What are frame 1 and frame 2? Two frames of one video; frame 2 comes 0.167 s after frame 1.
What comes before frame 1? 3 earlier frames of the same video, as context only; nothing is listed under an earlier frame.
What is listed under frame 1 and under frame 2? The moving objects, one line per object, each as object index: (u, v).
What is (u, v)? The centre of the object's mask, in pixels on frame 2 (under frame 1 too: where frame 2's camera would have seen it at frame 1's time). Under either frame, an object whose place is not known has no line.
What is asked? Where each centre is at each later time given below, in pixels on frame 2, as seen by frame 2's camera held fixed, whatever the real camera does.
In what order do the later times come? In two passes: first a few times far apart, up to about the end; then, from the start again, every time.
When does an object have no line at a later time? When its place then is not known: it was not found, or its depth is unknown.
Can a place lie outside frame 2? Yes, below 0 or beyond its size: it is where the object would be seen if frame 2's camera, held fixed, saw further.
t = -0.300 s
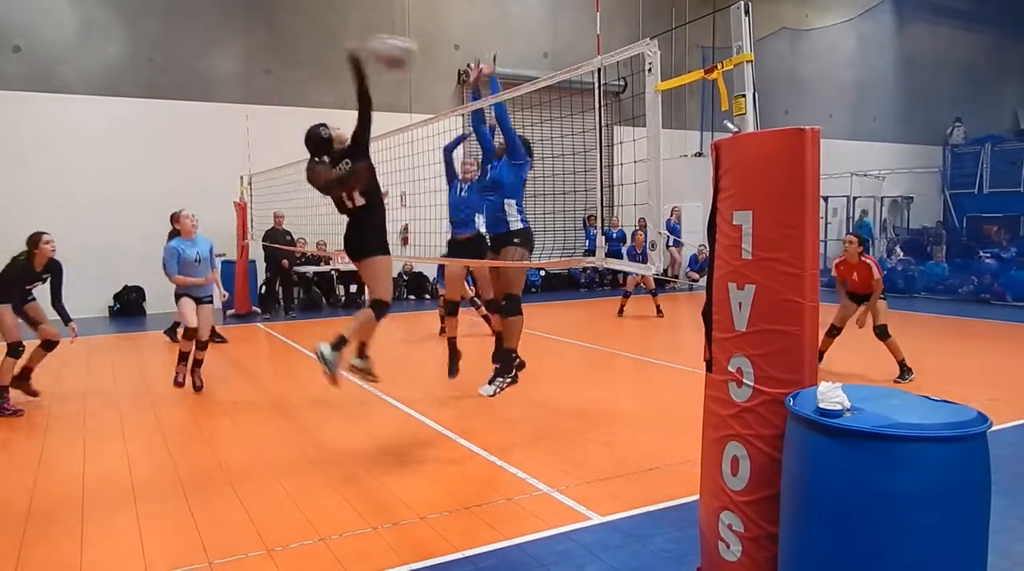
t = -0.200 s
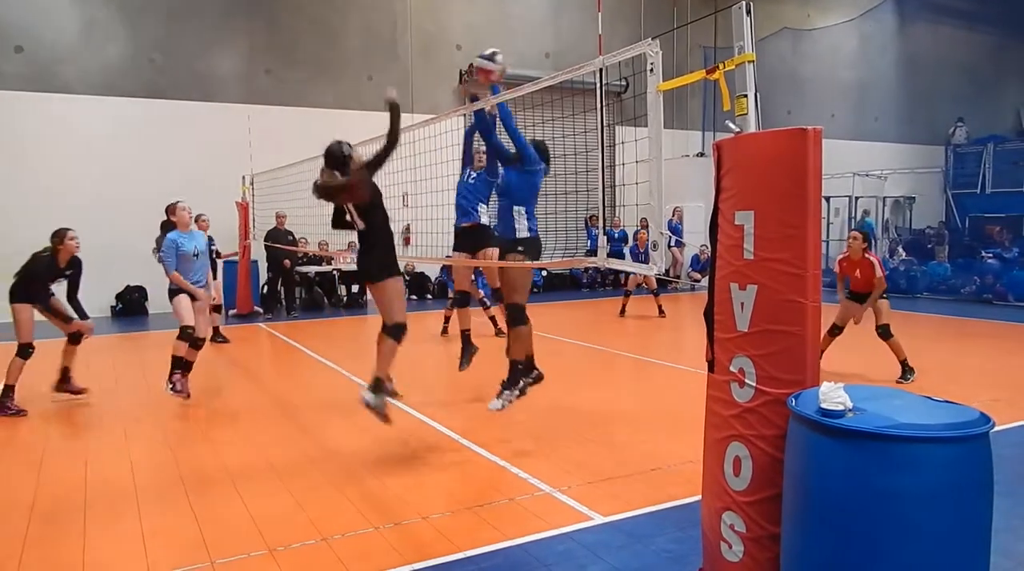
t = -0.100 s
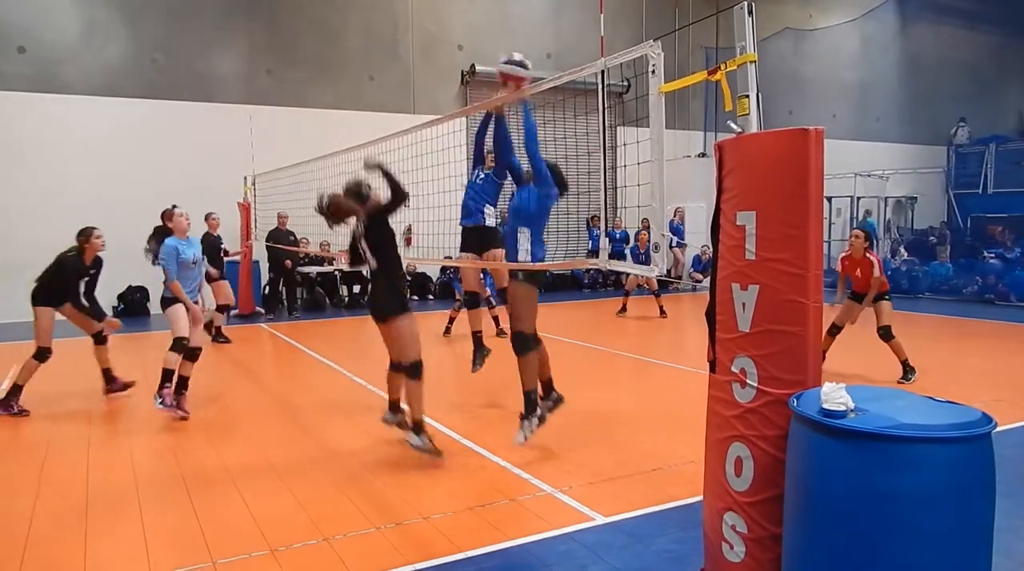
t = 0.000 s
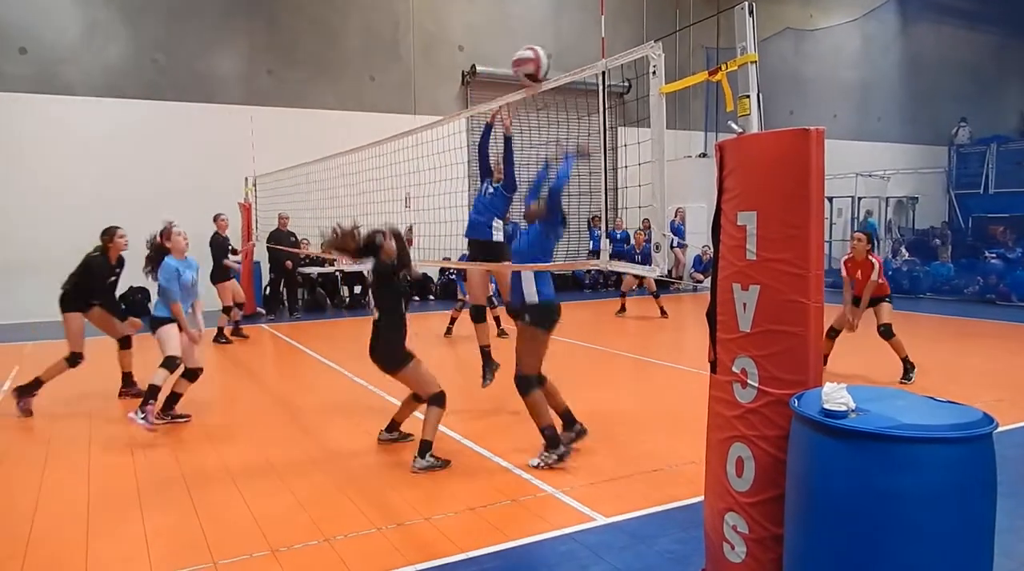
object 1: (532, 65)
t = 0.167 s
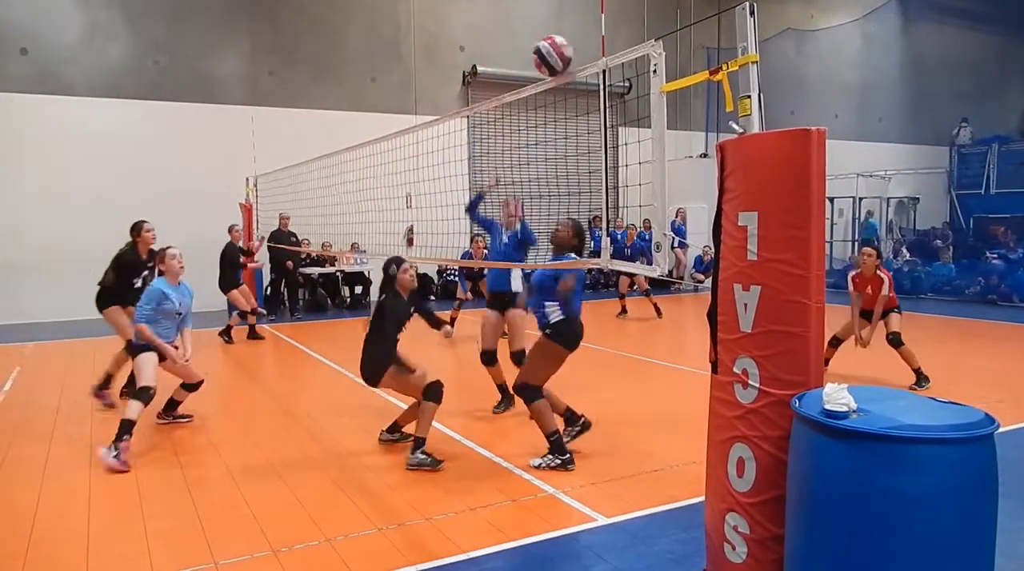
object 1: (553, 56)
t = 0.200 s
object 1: (556, 56)
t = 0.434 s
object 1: (579, 110)
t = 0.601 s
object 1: (599, 240)
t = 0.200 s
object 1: (556, 56)
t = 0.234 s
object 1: (560, 56)
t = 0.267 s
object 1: (563, 60)
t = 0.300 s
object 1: (564, 64)
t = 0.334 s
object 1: (568, 70)
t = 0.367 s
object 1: (571, 81)
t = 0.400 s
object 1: (575, 94)
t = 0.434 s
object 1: (579, 110)
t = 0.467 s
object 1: (584, 130)
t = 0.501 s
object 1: (587, 153)
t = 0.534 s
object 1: (592, 180)
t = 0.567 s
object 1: (596, 209)
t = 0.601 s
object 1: (599, 240)
